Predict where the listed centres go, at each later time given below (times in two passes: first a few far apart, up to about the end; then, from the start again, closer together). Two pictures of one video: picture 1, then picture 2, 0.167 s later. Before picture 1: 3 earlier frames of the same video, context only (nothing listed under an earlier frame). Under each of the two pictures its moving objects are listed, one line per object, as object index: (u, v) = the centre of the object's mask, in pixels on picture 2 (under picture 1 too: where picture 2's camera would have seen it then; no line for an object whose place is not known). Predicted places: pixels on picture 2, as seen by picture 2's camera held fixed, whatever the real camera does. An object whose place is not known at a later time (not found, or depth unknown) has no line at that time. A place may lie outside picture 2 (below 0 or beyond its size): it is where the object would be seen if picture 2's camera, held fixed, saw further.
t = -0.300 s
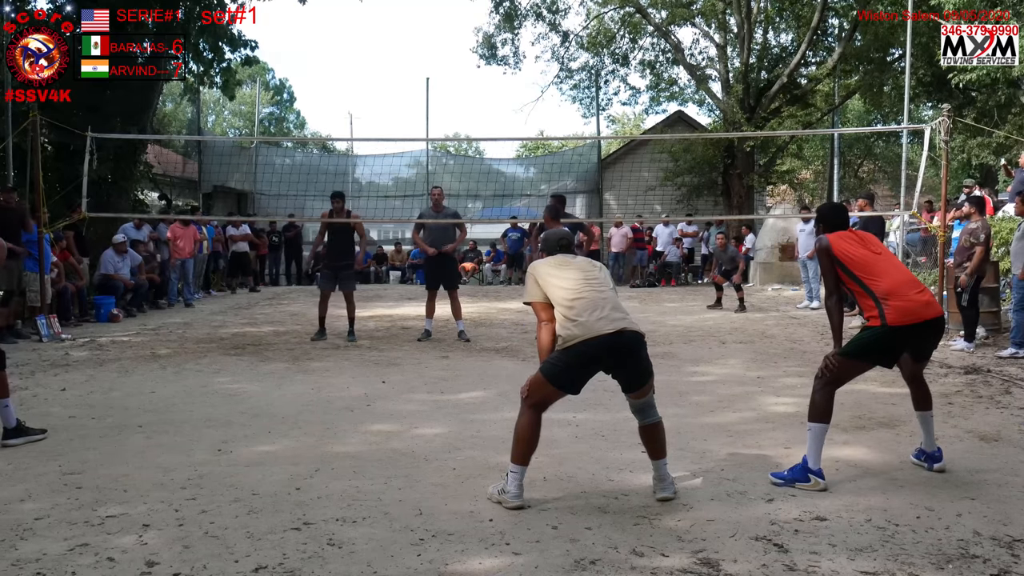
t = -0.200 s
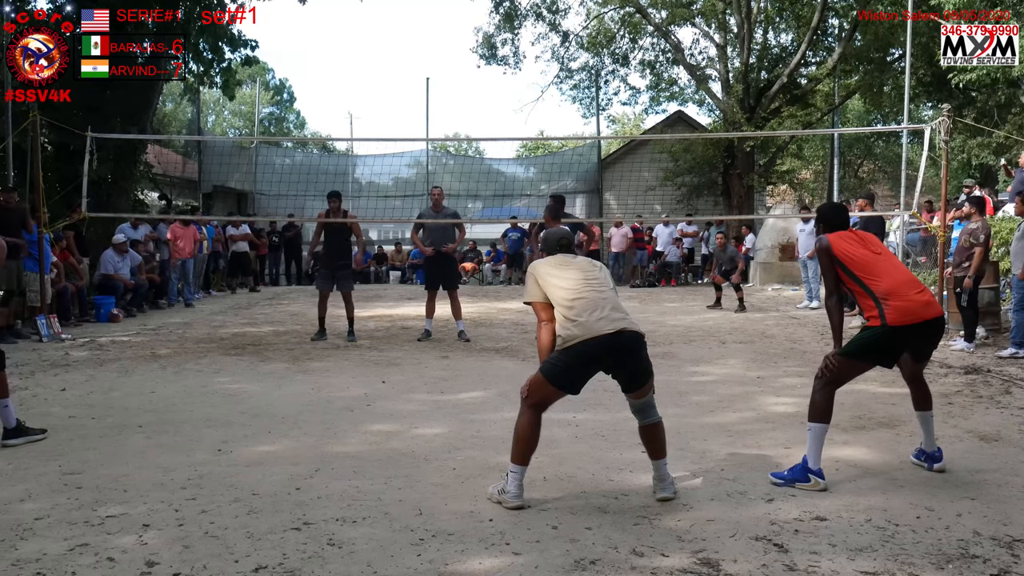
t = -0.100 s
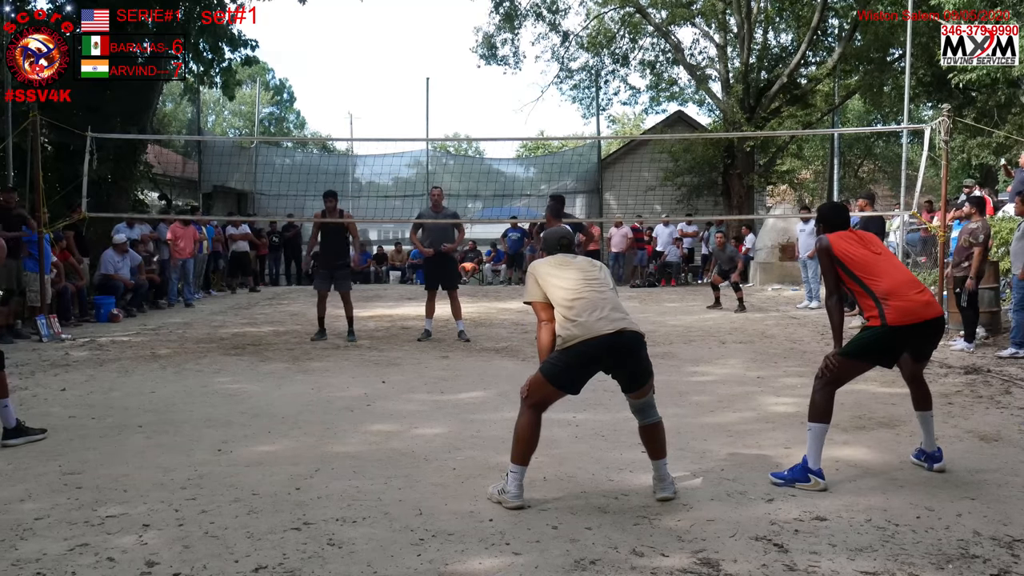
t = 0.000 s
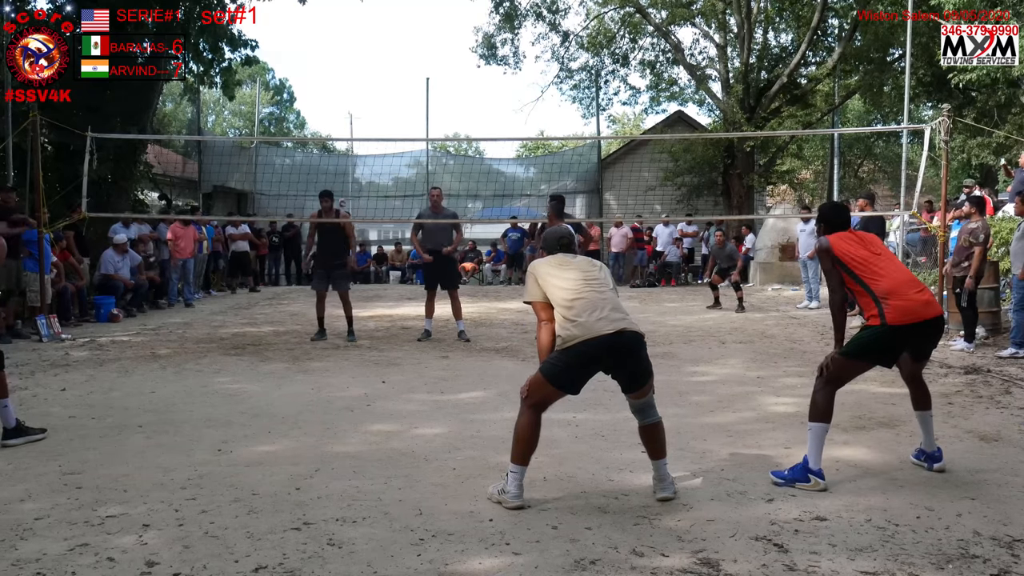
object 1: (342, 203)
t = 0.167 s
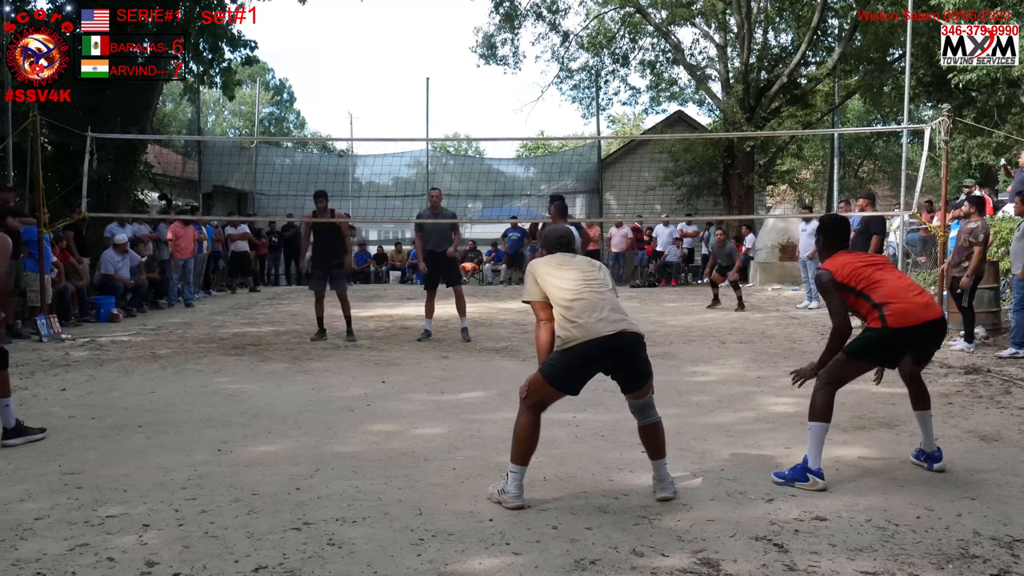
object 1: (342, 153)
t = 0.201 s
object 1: (341, 145)
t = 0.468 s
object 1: (340, 92)
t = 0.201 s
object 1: (341, 145)
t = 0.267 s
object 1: (341, 129)
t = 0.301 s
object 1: (340, 121)
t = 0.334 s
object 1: (340, 115)
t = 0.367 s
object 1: (340, 108)
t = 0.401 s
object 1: (340, 102)
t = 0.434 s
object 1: (340, 97)
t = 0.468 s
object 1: (340, 92)
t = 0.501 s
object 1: (339, 88)
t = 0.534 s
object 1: (339, 84)
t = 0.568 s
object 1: (339, 80)
